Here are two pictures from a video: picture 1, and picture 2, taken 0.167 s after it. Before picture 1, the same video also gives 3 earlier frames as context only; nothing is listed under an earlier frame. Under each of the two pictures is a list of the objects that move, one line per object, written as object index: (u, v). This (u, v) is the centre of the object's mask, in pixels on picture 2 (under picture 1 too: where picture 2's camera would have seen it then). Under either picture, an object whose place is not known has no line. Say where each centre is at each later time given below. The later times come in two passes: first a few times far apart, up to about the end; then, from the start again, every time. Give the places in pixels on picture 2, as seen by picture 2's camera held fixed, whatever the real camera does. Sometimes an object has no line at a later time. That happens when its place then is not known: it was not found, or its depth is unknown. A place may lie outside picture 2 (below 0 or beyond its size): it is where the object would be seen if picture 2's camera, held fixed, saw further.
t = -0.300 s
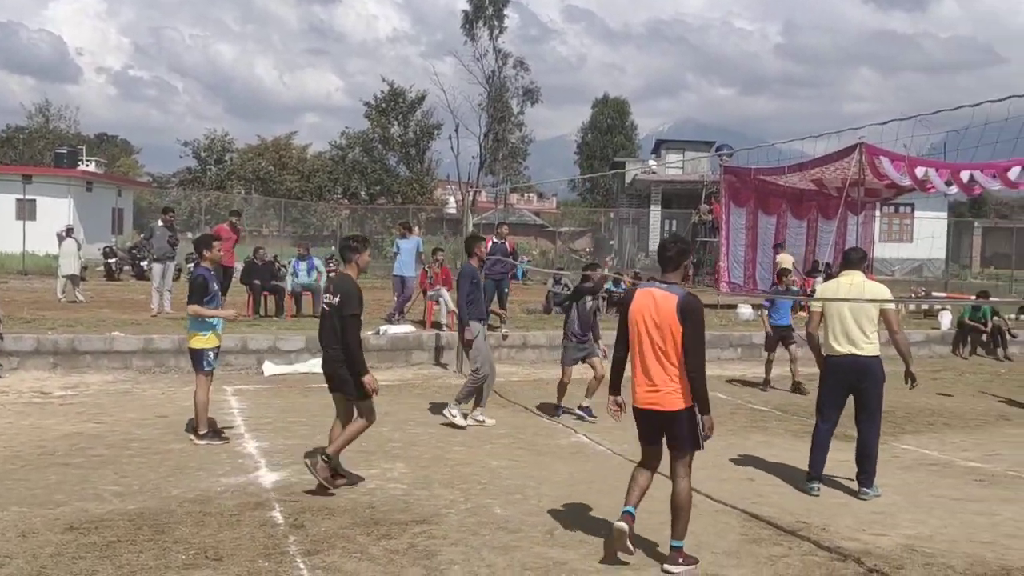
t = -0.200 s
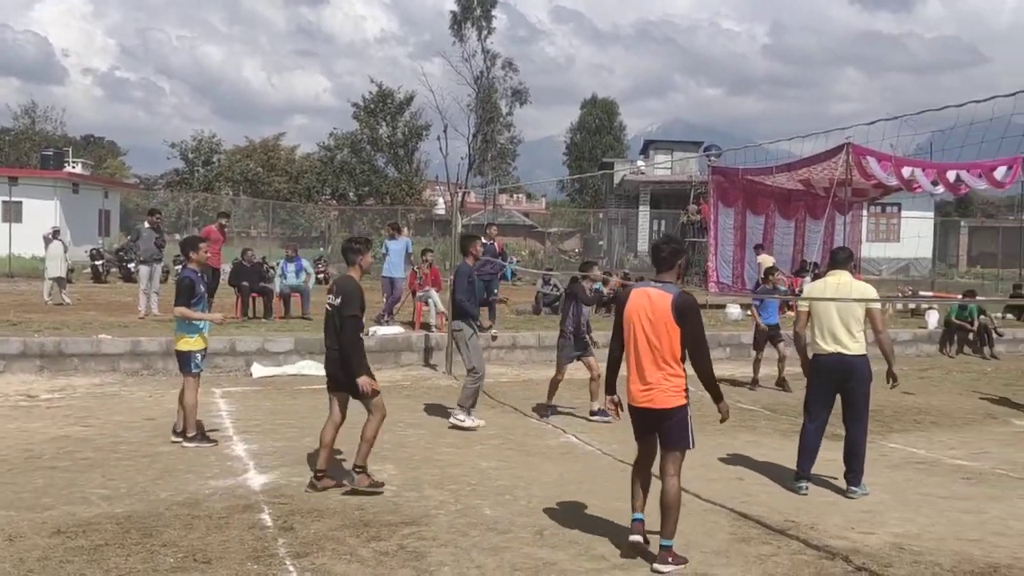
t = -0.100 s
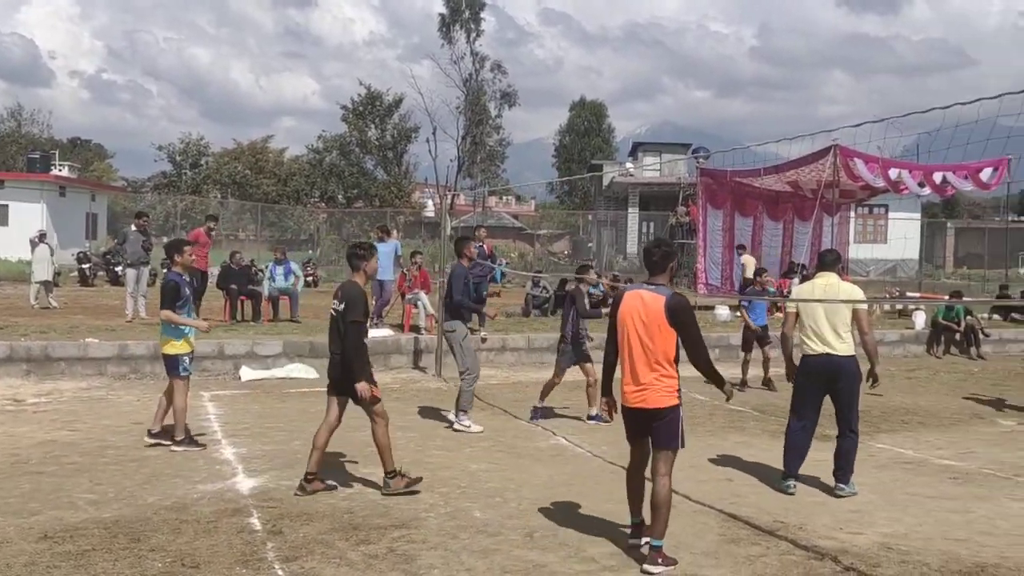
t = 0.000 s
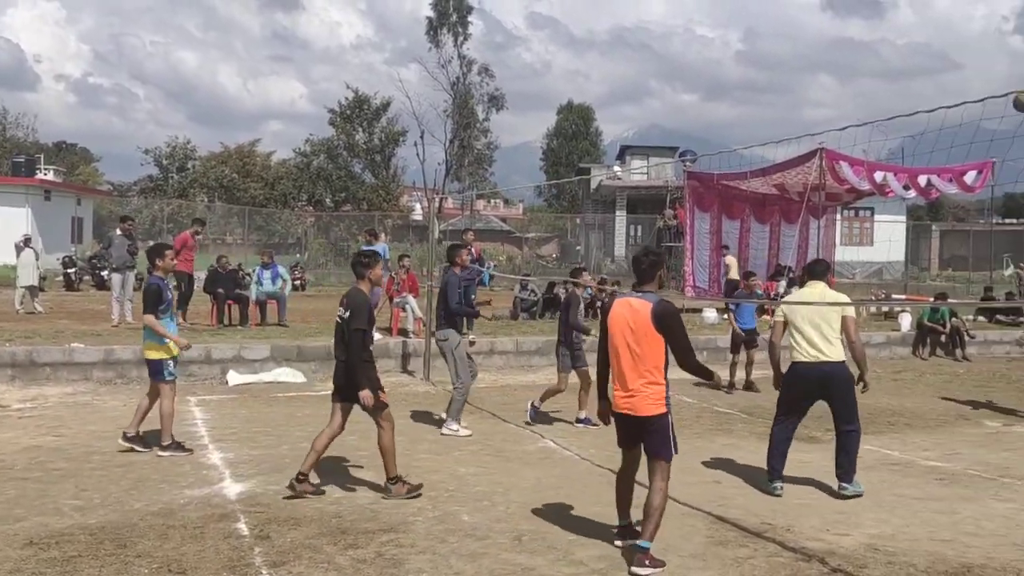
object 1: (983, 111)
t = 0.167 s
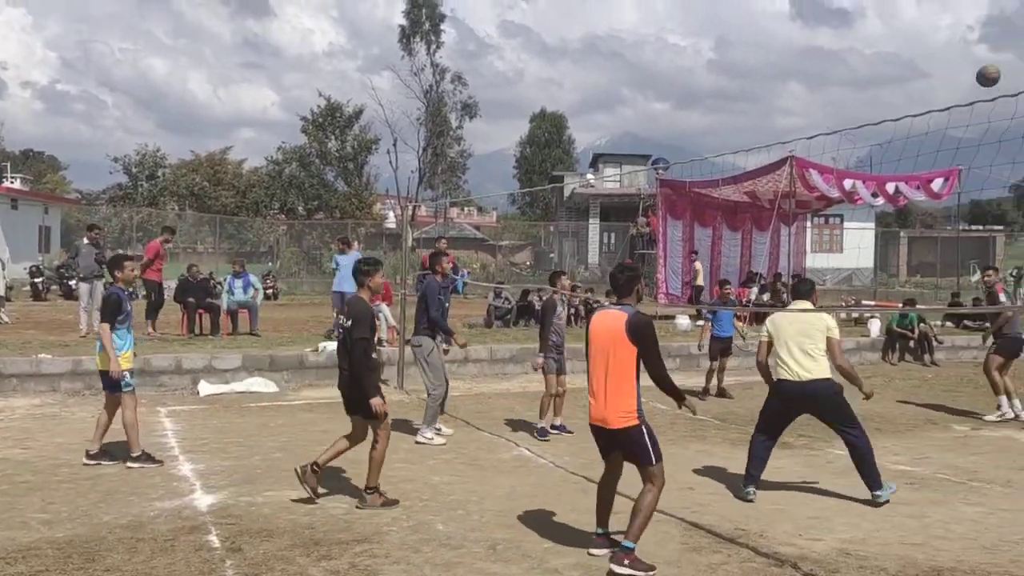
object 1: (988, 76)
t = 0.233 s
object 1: (988, 69)
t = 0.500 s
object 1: (986, 89)
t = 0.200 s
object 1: (988, 72)
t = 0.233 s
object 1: (988, 69)
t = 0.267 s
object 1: (988, 67)
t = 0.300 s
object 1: (988, 66)
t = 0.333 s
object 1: (988, 67)
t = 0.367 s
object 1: (988, 68)
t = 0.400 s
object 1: (988, 71)
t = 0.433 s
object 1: (987, 76)
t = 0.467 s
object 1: (986, 83)
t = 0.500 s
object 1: (986, 89)
